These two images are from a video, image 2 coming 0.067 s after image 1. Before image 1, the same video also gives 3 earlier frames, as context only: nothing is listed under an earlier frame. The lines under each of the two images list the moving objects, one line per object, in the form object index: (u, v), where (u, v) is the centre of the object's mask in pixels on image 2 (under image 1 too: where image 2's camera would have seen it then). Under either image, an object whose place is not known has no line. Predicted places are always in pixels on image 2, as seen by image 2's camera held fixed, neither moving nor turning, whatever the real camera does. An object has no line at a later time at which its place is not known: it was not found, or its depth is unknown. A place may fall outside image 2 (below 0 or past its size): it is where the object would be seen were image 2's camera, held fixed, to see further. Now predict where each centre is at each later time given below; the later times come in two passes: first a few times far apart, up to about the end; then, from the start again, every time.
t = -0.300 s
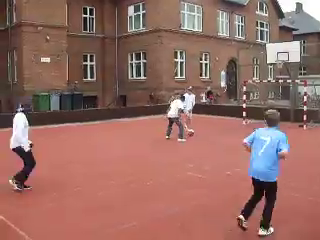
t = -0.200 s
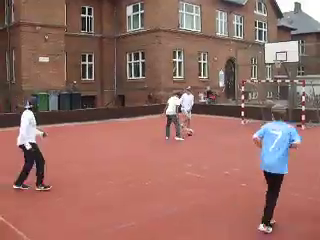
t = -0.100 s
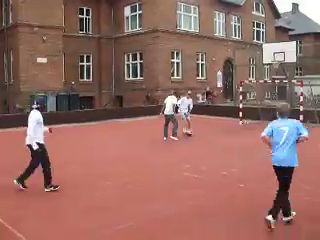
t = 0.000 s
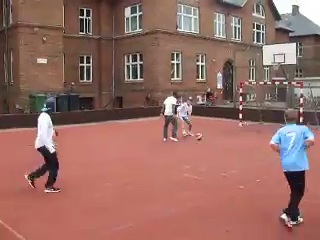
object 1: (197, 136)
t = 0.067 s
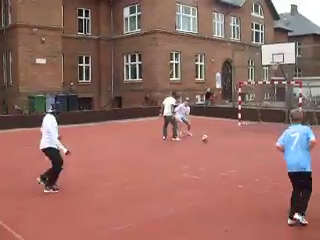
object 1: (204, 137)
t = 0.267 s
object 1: (225, 143)
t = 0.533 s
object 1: (251, 149)
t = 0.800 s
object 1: (277, 155)
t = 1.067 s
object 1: (310, 162)
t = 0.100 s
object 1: (208, 139)
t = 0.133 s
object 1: (211, 139)
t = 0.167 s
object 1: (215, 140)
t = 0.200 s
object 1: (218, 141)
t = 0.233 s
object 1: (221, 142)
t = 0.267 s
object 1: (225, 143)
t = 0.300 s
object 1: (228, 144)
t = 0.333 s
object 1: (232, 144)
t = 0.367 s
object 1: (235, 145)
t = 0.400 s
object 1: (238, 146)
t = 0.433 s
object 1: (241, 147)
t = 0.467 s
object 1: (244, 148)
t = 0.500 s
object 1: (247, 148)
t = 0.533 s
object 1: (251, 149)
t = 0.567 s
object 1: (254, 149)
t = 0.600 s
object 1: (256, 150)
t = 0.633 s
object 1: (260, 151)
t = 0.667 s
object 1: (263, 152)
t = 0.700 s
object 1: (267, 152)
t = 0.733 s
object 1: (271, 153)
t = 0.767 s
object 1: (273, 154)
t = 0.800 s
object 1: (277, 155)
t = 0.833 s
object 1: (281, 156)
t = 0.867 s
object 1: (285, 157)
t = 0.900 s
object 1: (289, 157)
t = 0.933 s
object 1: (293, 158)
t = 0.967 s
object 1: (297, 159)
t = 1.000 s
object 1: (301, 160)
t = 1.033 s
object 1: (305, 160)
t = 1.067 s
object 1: (310, 162)
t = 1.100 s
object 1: (313, 163)
